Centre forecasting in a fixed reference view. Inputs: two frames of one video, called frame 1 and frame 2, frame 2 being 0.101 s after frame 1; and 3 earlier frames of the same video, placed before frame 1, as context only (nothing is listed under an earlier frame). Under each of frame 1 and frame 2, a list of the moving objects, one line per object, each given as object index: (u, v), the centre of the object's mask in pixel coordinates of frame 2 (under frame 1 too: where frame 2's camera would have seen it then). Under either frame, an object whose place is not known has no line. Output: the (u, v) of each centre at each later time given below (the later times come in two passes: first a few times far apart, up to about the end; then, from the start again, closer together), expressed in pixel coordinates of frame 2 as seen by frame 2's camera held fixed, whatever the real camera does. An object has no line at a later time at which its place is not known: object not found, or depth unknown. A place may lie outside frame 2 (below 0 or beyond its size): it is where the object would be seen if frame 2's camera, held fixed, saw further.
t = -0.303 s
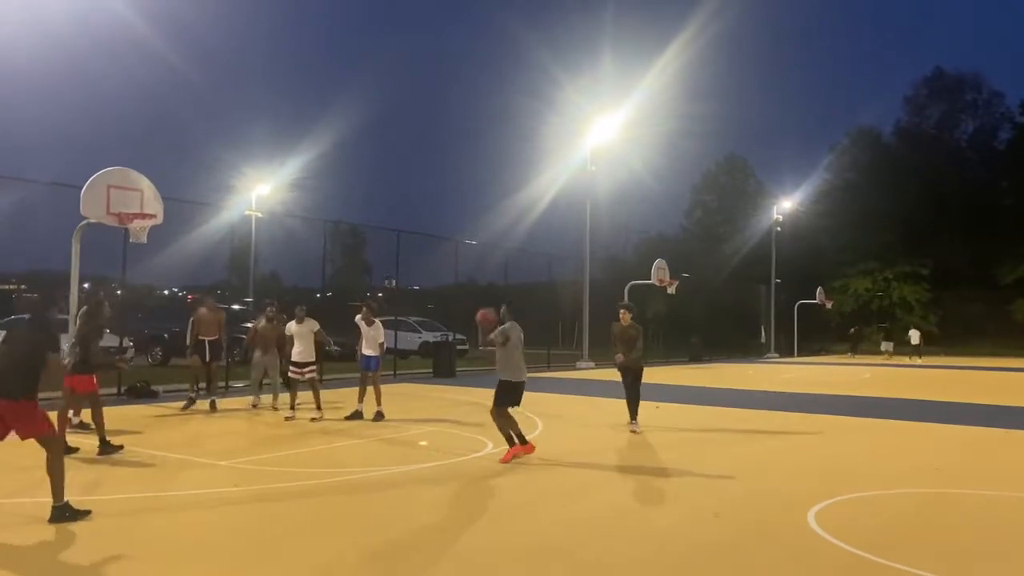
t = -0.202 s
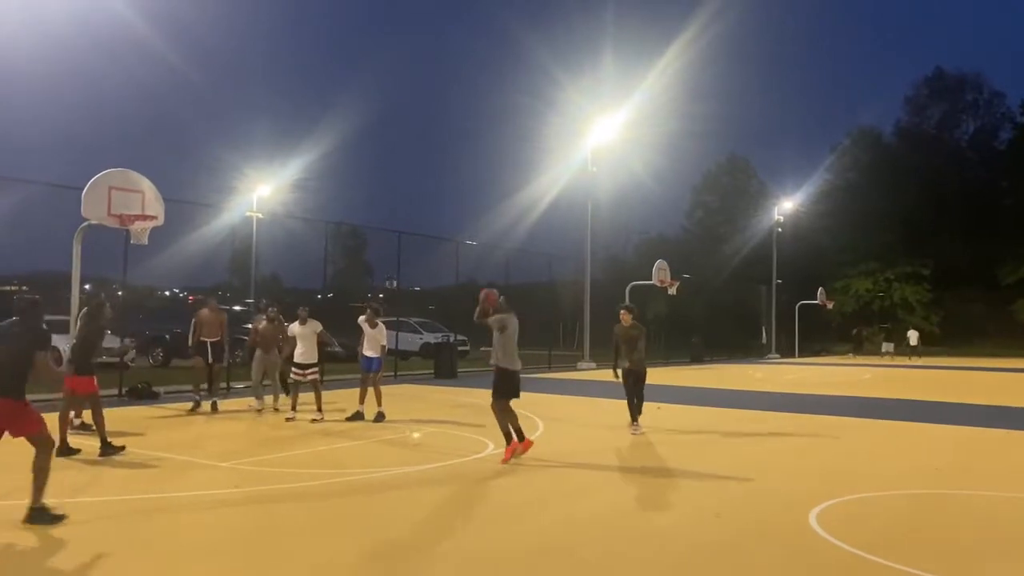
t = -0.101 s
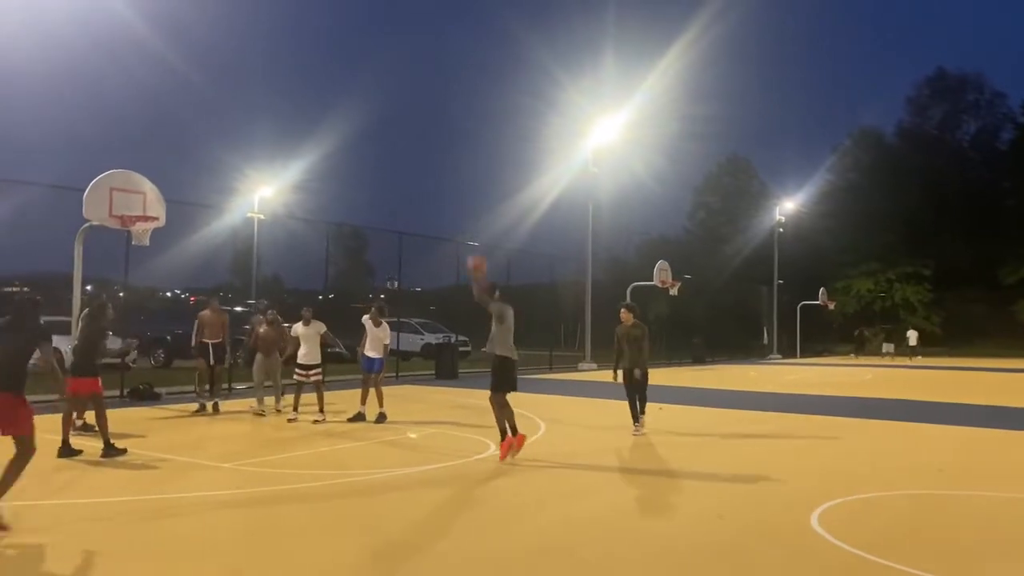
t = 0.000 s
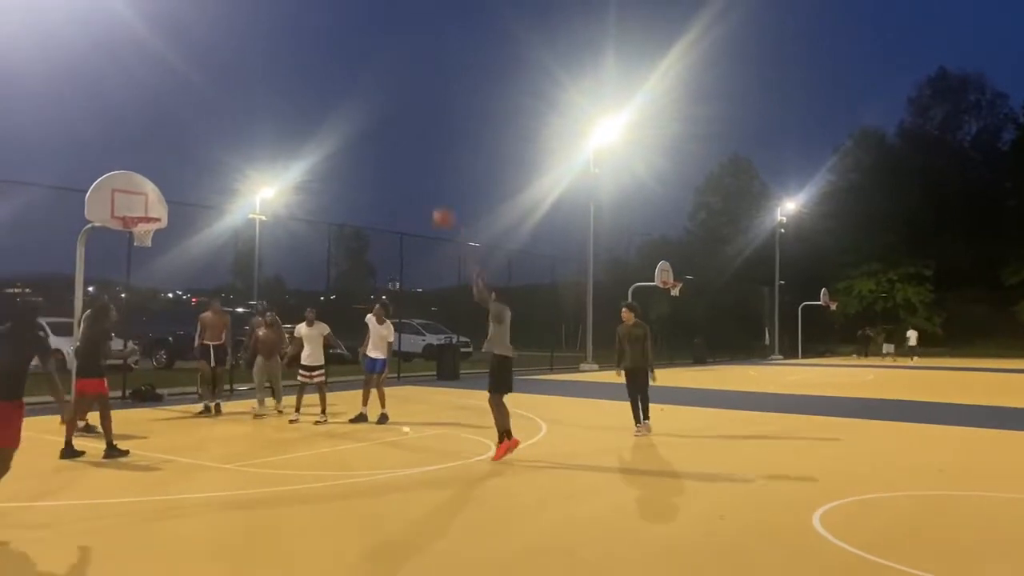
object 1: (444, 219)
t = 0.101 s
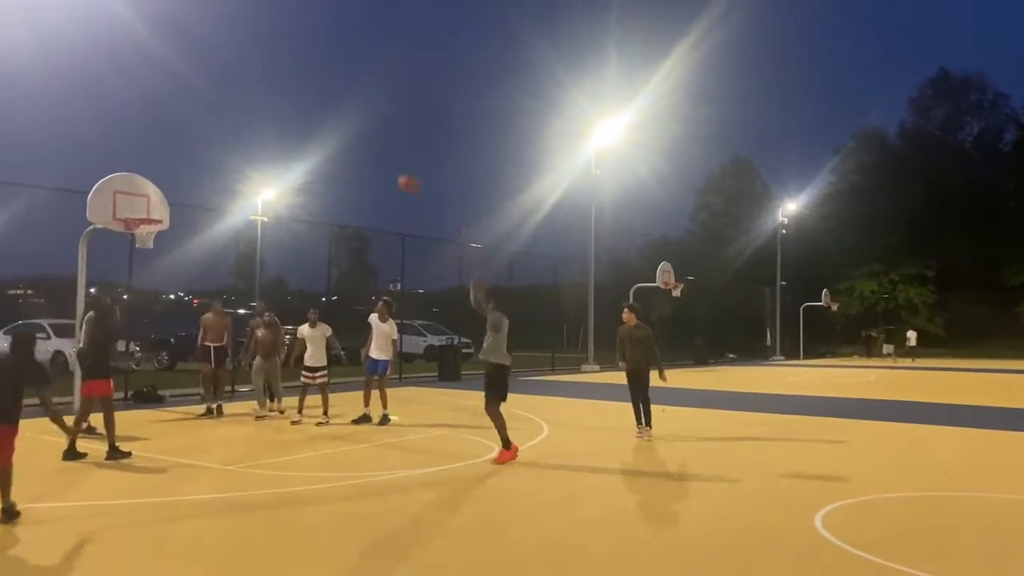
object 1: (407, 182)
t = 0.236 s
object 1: (362, 146)
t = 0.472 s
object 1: (290, 122)
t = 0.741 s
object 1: (218, 139)
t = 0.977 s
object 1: (165, 196)
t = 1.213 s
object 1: (129, 239)
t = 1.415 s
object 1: (116, 277)
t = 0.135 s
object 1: (395, 171)
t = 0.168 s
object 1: (384, 162)
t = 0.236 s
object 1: (362, 146)
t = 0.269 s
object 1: (348, 141)
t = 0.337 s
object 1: (329, 131)
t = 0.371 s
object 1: (319, 127)
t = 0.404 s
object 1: (309, 125)
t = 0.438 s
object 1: (301, 123)
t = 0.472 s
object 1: (290, 122)
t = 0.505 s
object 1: (282, 122)
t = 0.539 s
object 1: (273, 122)
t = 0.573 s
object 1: (263, 124)
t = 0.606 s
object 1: (252, 125)
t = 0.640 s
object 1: (244, 129)
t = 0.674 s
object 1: (235, 132)
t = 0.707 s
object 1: (227, 136)
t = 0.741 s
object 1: (218, 139)
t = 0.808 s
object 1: (203, 153)
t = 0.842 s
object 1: (194, 160)
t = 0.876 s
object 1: (188, 167)
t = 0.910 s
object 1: (179, 175)
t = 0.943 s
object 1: (171, 184)
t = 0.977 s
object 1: (165, 196)
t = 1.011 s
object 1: (159, 207)
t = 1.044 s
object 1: (152, 217)
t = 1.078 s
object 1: (147, 228)
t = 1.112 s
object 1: (143, 234)
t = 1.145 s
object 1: (140, 237)
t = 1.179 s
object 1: (135, 236)
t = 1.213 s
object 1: (129, 239)
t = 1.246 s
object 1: (127, 246)
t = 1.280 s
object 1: (126, 250)
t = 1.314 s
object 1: (124, 255)
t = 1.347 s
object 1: (122, 261)
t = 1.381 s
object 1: (119, 268)
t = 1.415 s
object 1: (116, 277)
